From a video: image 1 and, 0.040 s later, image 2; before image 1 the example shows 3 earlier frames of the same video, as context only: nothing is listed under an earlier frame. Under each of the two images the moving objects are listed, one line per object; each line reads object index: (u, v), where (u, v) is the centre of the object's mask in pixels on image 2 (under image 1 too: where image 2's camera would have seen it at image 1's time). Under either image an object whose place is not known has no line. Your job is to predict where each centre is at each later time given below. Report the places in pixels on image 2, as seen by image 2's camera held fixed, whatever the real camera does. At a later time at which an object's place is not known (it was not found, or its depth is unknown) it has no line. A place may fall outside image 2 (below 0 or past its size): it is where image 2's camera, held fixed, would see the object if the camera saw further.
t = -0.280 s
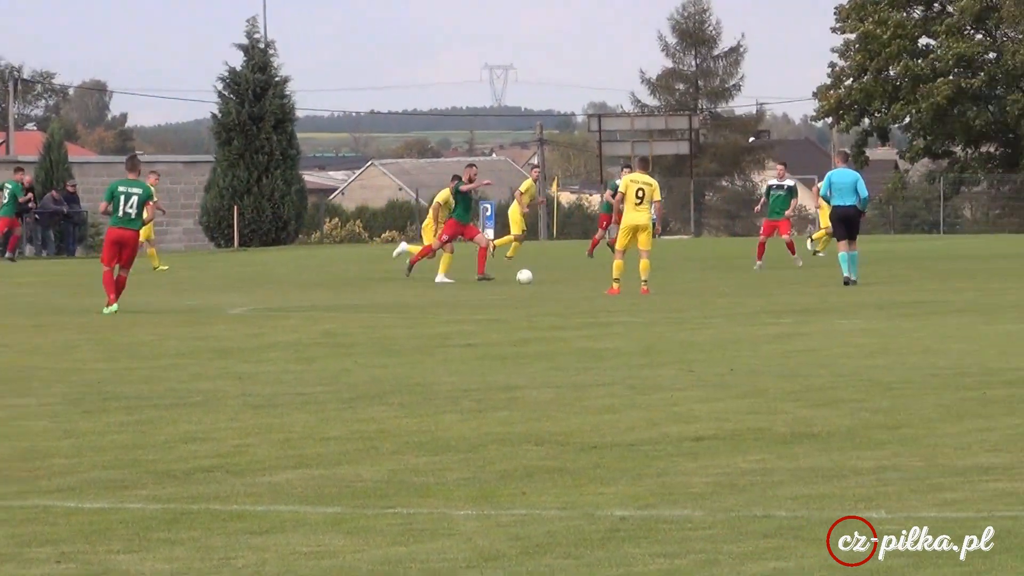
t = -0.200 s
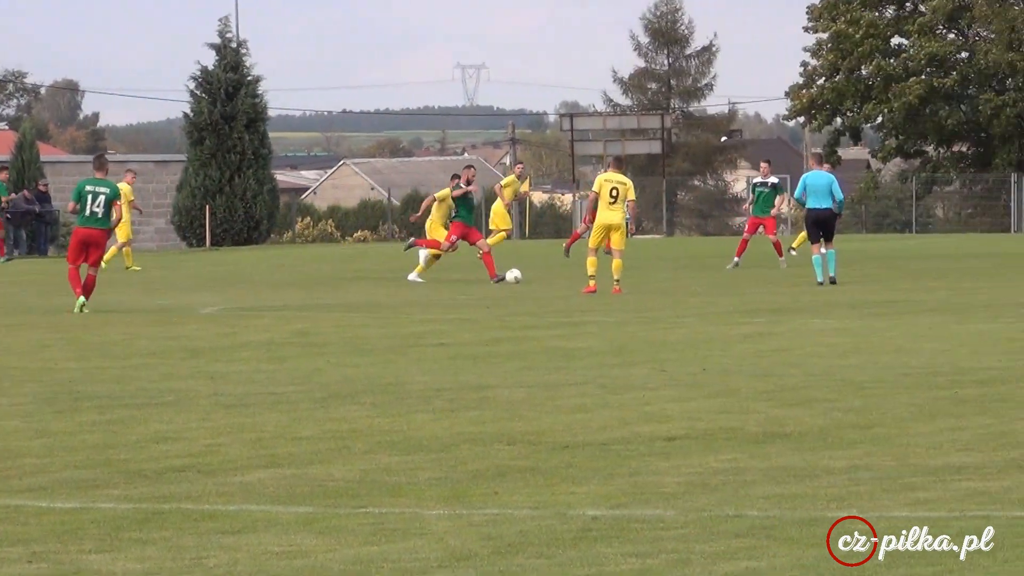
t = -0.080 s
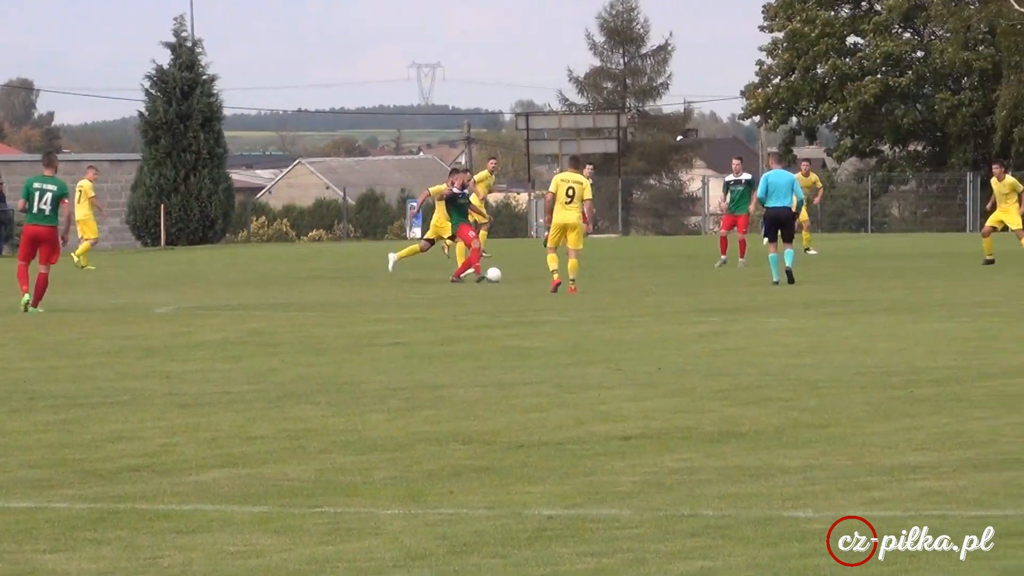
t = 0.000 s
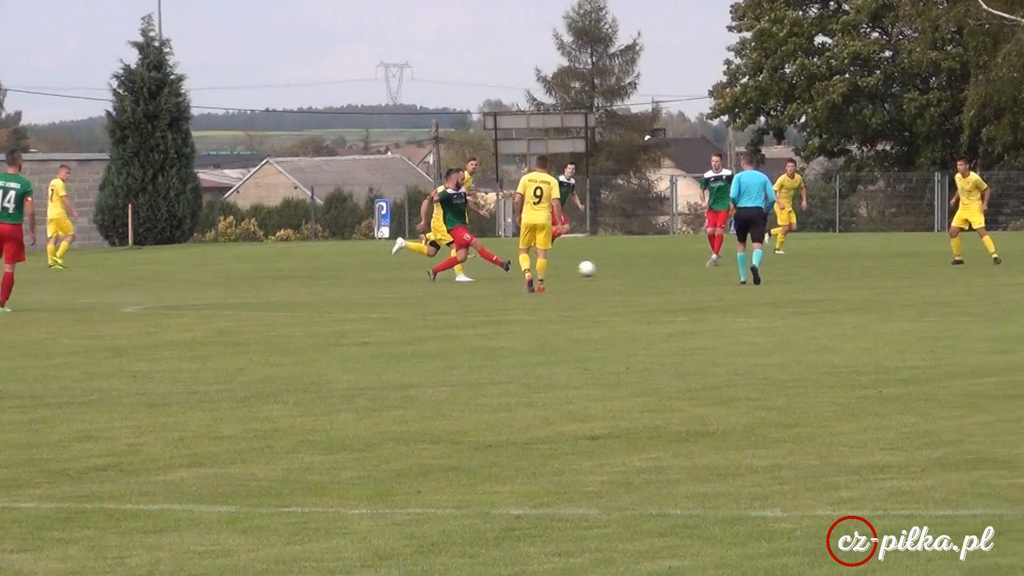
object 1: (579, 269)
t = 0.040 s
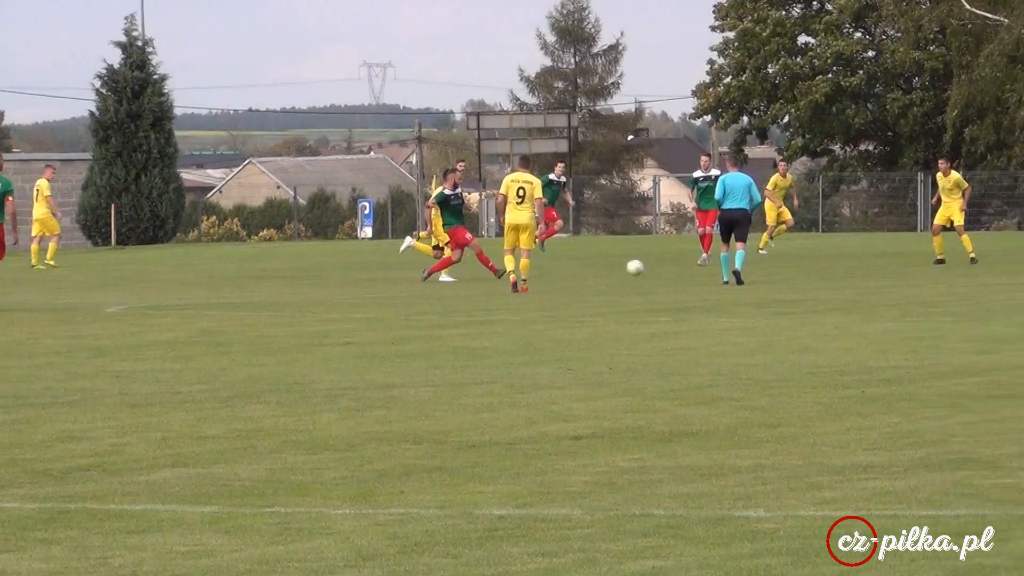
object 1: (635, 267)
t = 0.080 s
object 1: (689, 268)
